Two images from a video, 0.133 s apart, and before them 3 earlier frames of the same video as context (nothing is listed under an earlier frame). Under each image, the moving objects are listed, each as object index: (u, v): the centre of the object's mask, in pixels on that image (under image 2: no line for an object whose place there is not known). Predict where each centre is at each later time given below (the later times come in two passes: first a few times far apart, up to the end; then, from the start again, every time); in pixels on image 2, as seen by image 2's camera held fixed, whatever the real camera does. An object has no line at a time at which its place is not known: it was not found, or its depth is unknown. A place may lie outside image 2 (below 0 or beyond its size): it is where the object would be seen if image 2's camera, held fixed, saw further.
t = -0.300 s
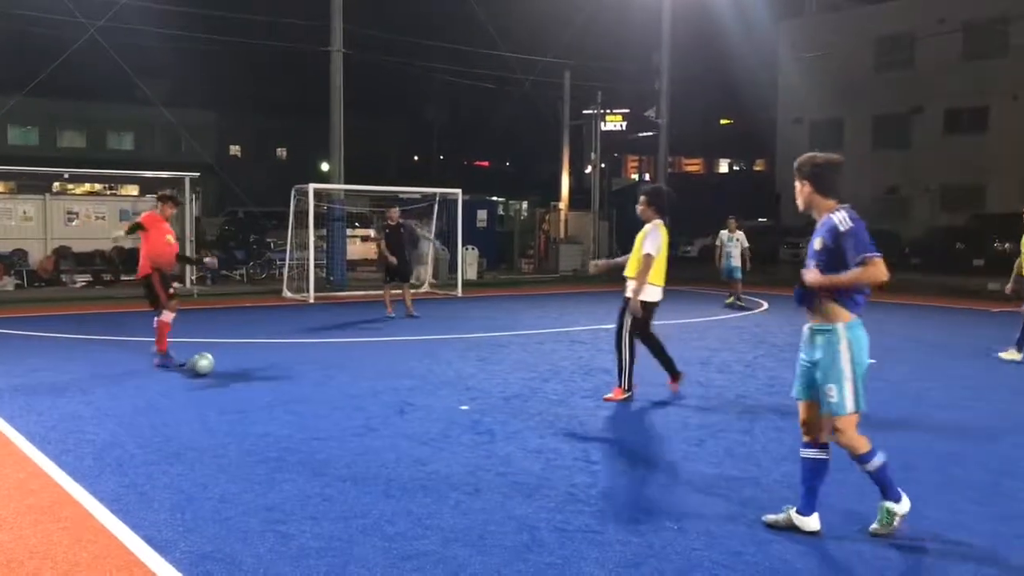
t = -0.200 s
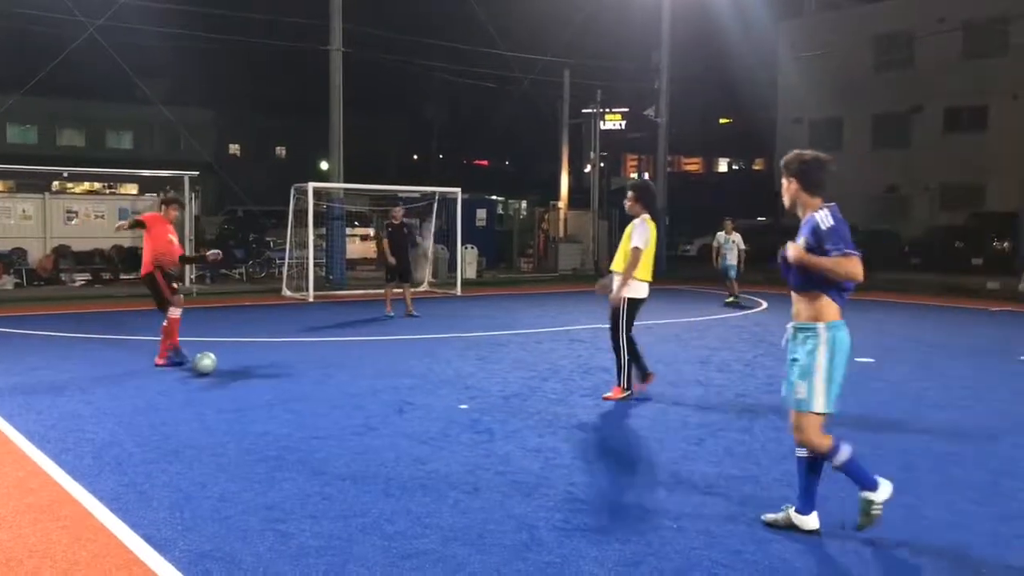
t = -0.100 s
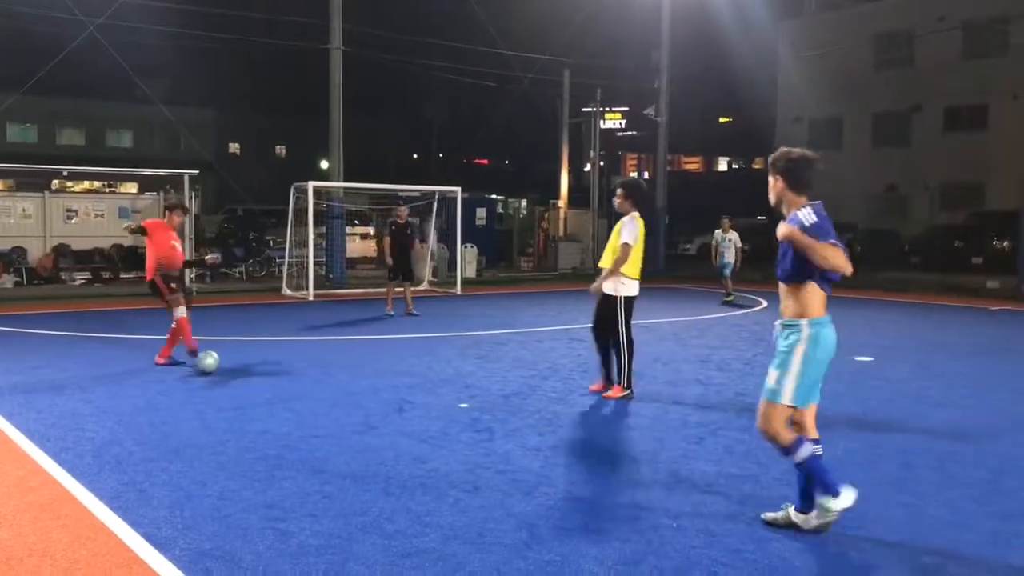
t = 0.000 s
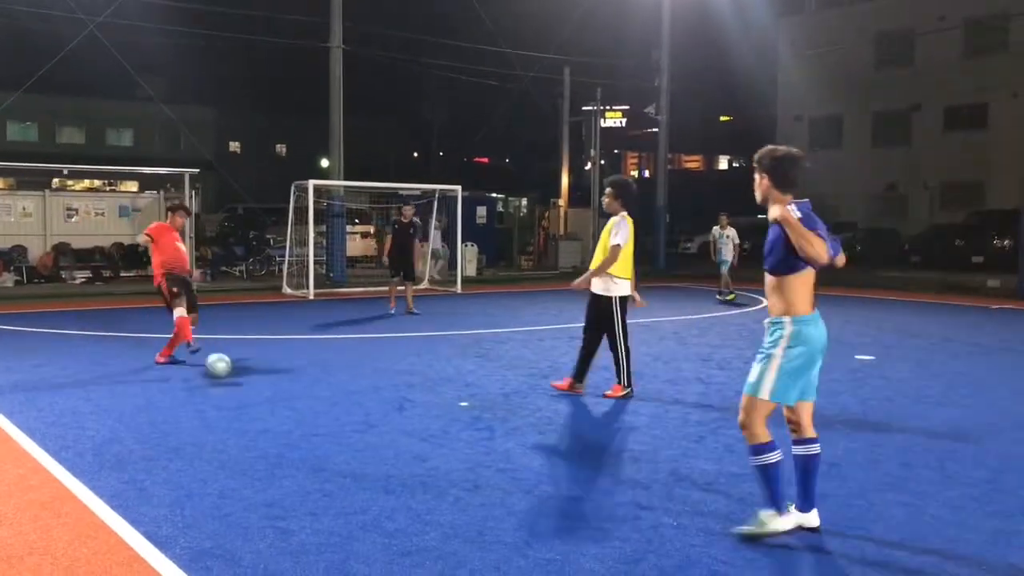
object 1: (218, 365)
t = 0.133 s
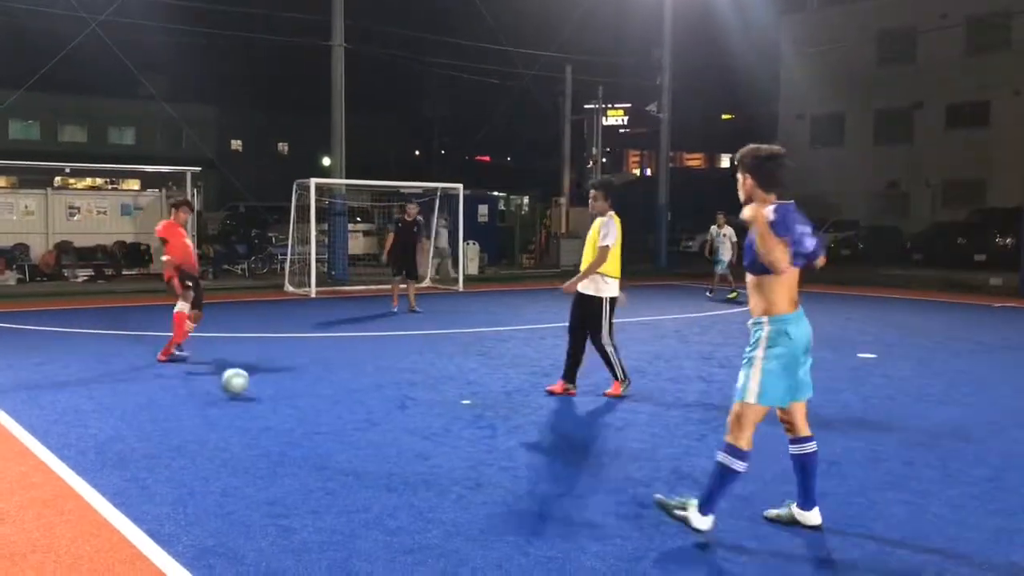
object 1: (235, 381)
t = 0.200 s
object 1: (241, 388)
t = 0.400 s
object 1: (262, 418)
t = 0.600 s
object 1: (284, 448)
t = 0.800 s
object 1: (310, 488)
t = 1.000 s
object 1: (347, 543)
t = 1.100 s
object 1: (369, 574)
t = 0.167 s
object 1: (238, 384)
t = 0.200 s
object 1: (241, 388)
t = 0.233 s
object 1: (245, 396)
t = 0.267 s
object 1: (249, 399)
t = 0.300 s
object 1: (253, 404)
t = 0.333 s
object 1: (256, 408)
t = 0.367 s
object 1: (258, 413)
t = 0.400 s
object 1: (262, 418)
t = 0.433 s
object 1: (266, 422)
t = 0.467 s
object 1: (269, 427)
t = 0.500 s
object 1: (272, 432)
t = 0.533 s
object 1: (275, 437)
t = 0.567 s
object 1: (280, 442)
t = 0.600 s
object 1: (284, 448)
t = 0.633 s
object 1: (287, 454)
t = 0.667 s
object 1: (291, 460)
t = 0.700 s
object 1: (297, 466)
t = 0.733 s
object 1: (301, 474)
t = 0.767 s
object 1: (305, 481)
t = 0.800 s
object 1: (310, 488)
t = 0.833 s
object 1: (316, 495)
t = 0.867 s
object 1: (321, 504)
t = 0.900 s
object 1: (327, 512)
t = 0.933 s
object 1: (333, 522)
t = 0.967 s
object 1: (340, 531)
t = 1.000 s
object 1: (347, 543)
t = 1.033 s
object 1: (354, 554)
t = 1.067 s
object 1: (361, 566)
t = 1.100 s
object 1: (369, 574)
